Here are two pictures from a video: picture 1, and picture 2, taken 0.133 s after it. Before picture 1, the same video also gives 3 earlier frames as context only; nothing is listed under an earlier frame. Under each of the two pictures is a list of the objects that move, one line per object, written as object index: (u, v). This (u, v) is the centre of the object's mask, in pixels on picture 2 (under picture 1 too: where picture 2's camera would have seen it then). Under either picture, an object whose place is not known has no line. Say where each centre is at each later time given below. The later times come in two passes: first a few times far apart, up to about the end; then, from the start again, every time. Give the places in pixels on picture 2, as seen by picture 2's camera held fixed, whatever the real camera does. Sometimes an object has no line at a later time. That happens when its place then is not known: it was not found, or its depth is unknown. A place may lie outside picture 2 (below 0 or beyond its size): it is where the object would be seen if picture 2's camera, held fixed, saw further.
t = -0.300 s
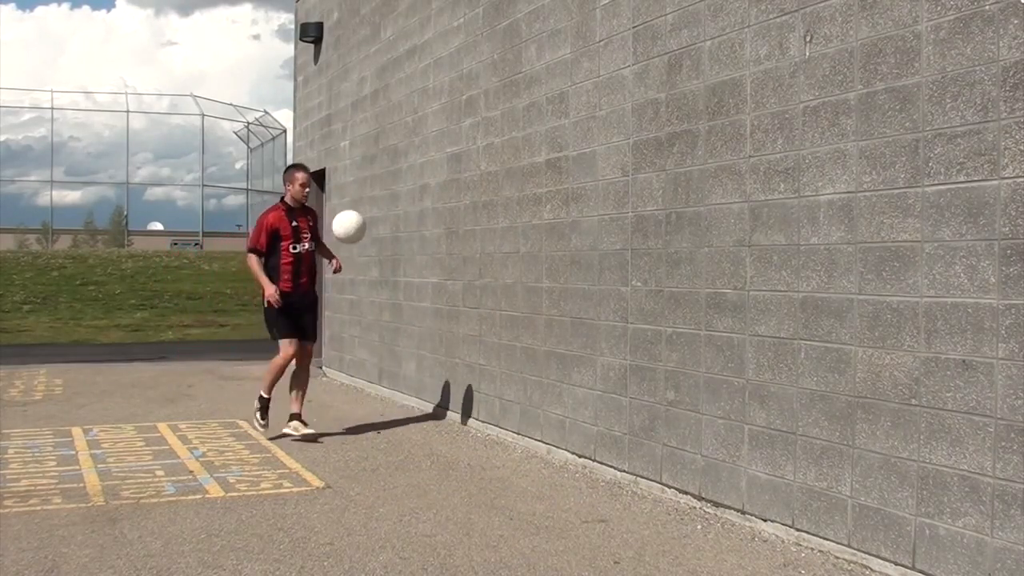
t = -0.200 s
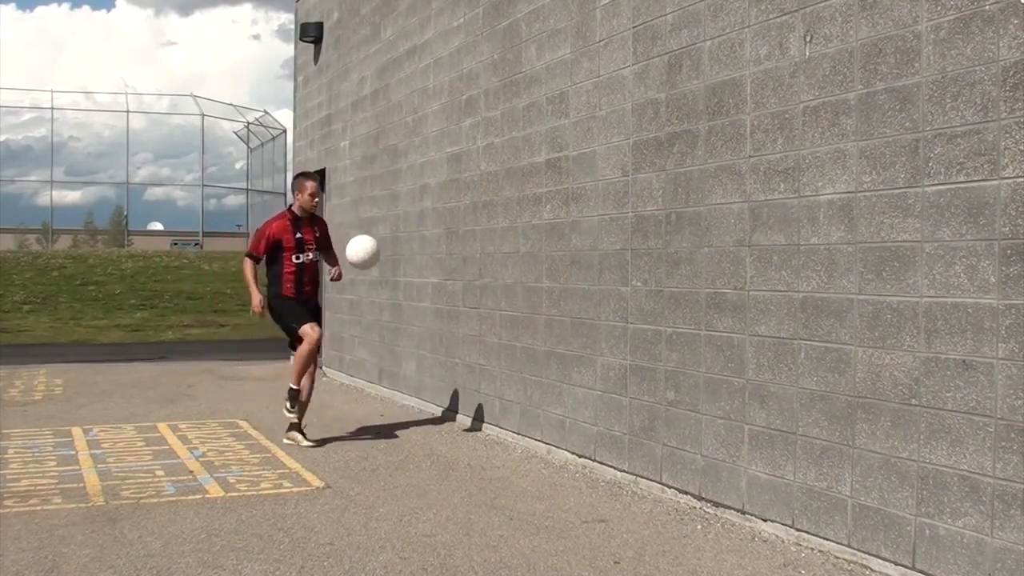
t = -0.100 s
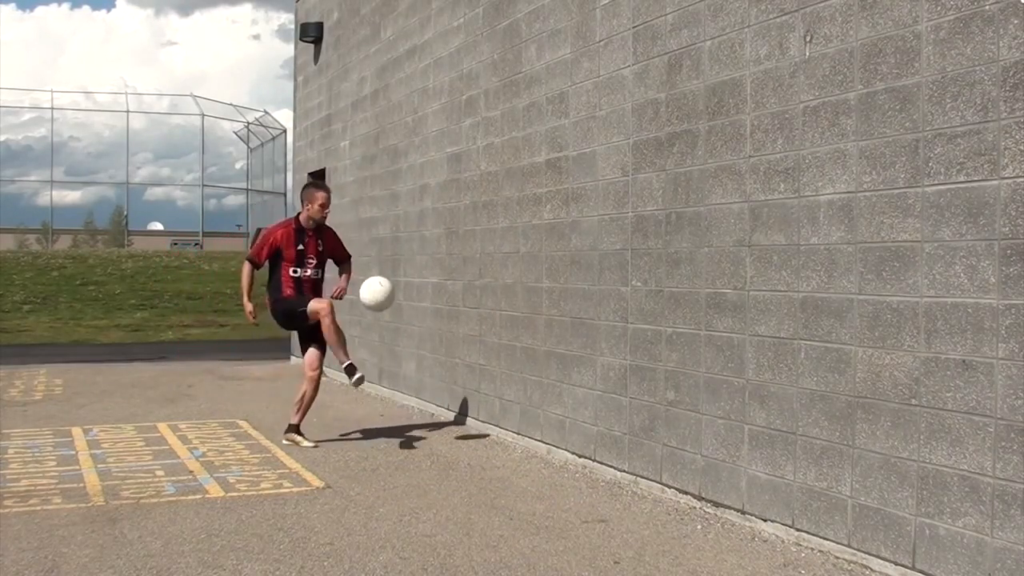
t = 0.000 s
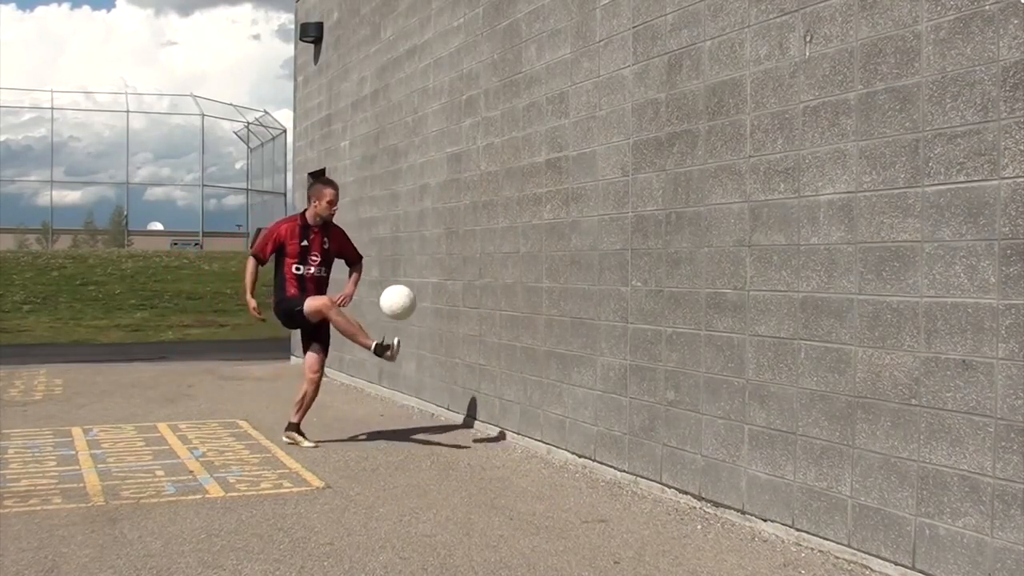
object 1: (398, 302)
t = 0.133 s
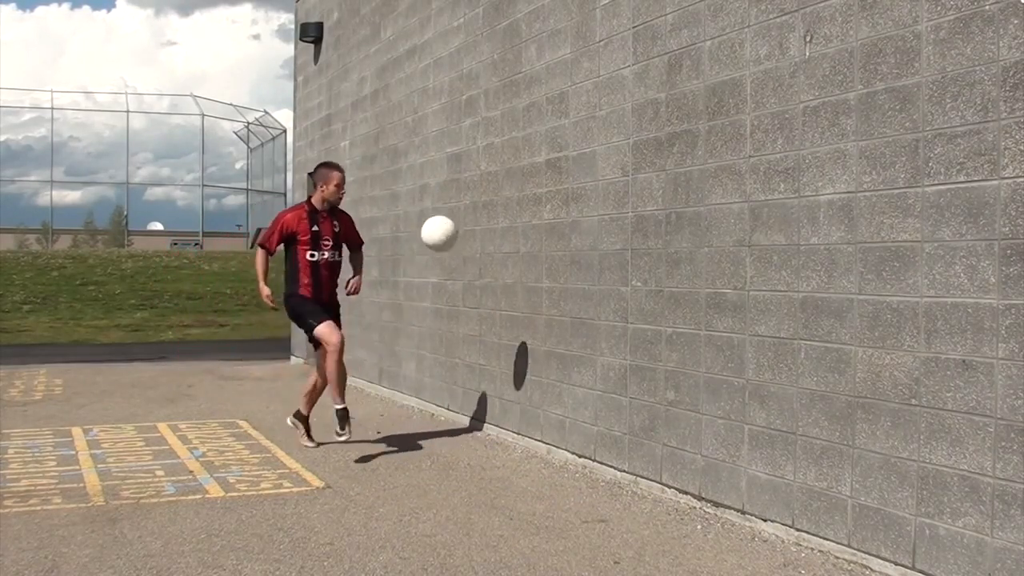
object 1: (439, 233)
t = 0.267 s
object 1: (481, 190)
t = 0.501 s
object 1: (558, 183)
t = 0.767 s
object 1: (555, 251)
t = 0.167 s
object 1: (449, 220)
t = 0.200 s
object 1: (460, 208)
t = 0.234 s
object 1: (471, 198)
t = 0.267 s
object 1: (481, 190)
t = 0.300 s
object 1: (492, 184)
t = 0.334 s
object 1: (503, 179)
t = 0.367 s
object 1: (514, 176)
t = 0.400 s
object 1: (525, 175)
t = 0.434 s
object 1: (536, 176)
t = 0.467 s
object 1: (547, 178)
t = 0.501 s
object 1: (558, 183)
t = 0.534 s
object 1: (569, 189)
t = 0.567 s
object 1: (577, 195)
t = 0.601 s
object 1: (574, 200)
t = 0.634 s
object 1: (570, 206)
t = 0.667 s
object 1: (566, 213)
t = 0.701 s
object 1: (562, 224)
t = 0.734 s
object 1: (559, 236)
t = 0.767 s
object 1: (555, 251)
